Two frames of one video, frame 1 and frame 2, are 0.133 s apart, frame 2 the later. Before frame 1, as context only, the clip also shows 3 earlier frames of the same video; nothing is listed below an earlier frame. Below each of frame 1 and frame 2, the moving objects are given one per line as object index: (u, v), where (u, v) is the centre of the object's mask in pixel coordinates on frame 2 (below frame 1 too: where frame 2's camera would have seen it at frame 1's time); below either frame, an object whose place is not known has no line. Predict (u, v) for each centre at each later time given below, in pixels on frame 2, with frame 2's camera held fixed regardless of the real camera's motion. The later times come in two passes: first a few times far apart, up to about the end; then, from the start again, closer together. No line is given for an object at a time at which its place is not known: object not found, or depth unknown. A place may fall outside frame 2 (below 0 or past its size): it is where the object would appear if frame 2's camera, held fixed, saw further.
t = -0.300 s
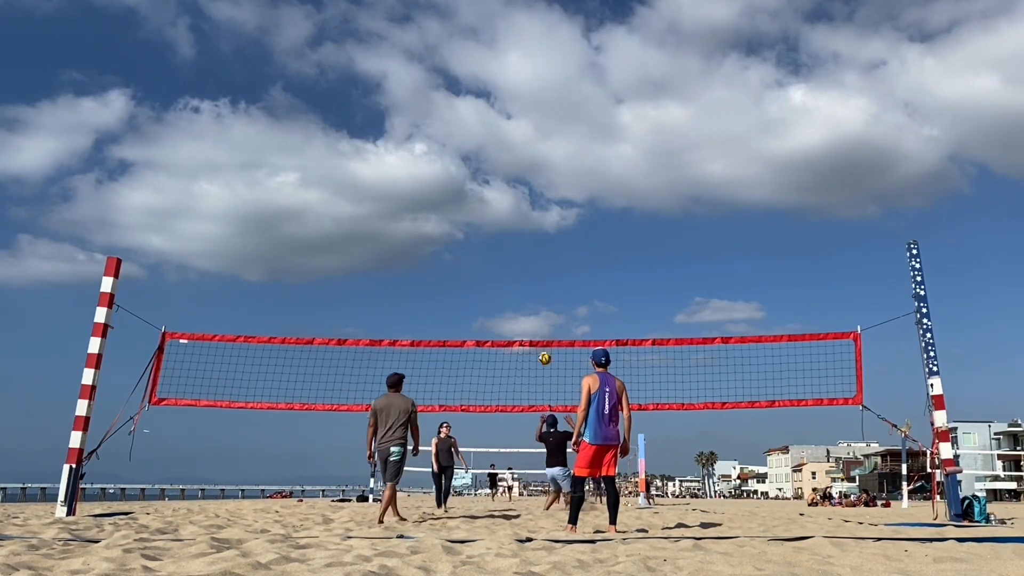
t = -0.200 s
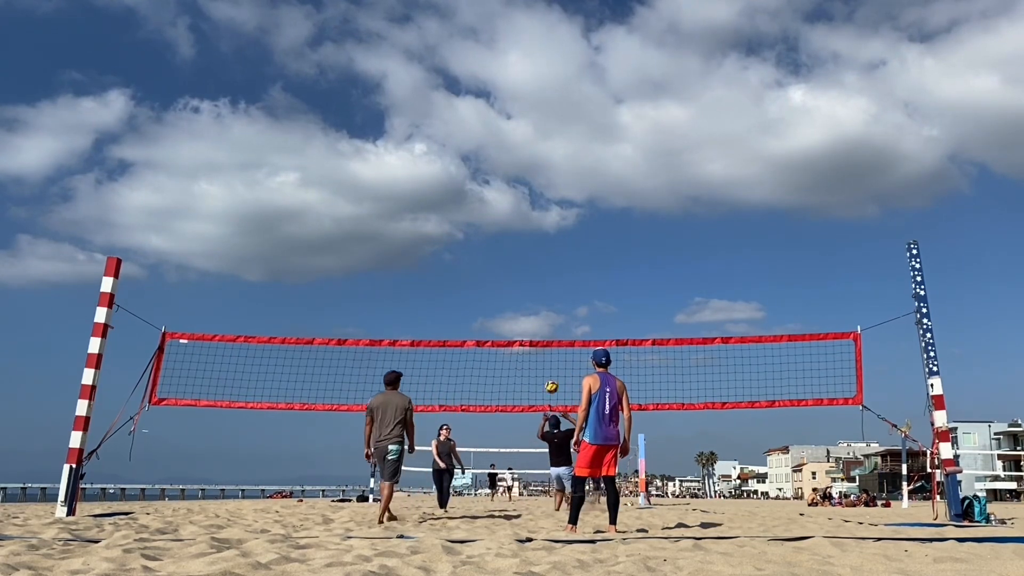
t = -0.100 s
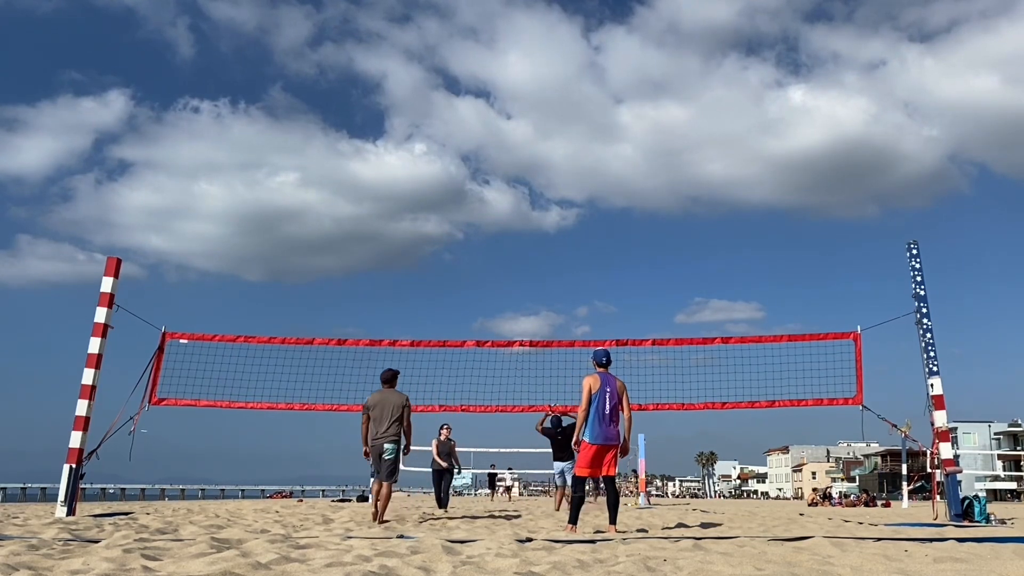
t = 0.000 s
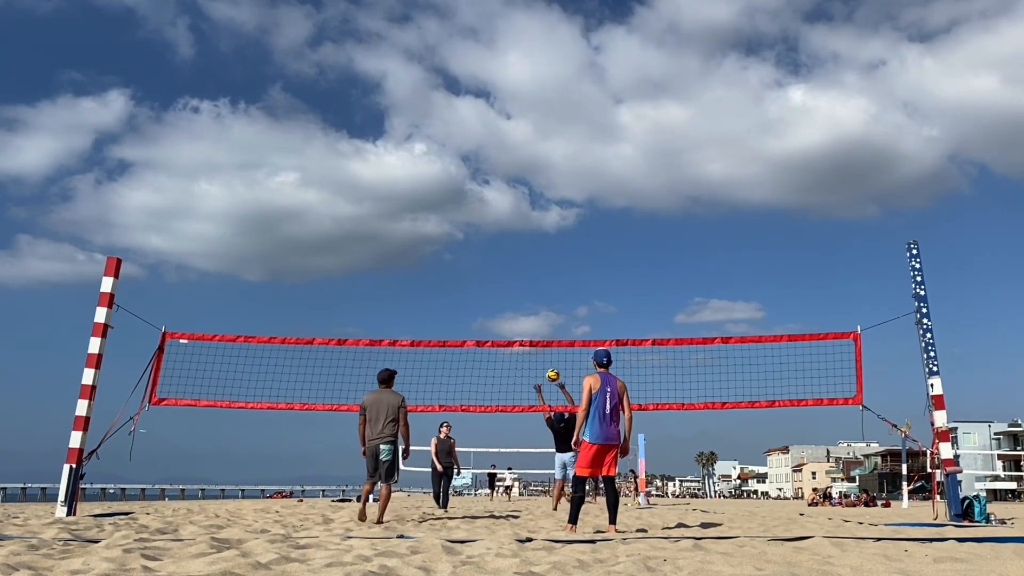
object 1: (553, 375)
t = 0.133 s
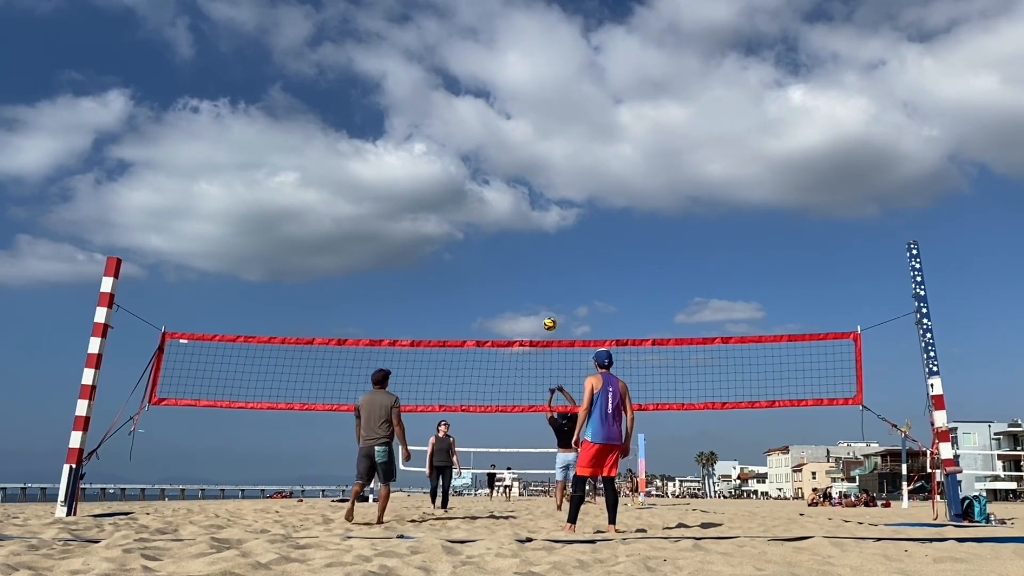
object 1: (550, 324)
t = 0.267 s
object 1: (547, 285)
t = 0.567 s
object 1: (537, 237)
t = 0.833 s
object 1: (527, 239)
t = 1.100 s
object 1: (516, 285)
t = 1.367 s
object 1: (502, 377)
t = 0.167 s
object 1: (549, 313)
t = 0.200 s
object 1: (548, 303)
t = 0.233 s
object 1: (547, 293)
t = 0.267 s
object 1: (547, 285)
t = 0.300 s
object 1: (546, 277)
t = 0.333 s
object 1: (545, 269)
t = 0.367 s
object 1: (544, 263)
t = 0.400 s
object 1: (543, 257)
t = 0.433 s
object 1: (542, 251)
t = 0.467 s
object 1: (541, 247)
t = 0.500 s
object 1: (540, 243)
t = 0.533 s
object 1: (538, 240)
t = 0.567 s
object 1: (537, 237)
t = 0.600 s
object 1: (536, 235)
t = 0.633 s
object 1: (535, 234)
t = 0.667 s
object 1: (534, 233)
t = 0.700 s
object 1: (533, 233)
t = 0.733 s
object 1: (531, 233)
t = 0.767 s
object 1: (530, 235)
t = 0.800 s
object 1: (529, 237)
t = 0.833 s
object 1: (527, 239)
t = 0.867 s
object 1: (526, 243)
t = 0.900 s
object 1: (525, 247)
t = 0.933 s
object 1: (524, 251)
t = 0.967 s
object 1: (522, 257)
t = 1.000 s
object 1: (520, 263)
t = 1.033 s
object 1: (519, 270)
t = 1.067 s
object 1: (518, 277)
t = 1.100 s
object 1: (516, 285)
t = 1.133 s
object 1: (515, 294)
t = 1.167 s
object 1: (513, 304)
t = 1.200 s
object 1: (511, 314)
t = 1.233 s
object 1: (509, 325)
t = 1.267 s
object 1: (508, 336)
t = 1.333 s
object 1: (504, 363)
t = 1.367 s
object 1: (502, 377)
